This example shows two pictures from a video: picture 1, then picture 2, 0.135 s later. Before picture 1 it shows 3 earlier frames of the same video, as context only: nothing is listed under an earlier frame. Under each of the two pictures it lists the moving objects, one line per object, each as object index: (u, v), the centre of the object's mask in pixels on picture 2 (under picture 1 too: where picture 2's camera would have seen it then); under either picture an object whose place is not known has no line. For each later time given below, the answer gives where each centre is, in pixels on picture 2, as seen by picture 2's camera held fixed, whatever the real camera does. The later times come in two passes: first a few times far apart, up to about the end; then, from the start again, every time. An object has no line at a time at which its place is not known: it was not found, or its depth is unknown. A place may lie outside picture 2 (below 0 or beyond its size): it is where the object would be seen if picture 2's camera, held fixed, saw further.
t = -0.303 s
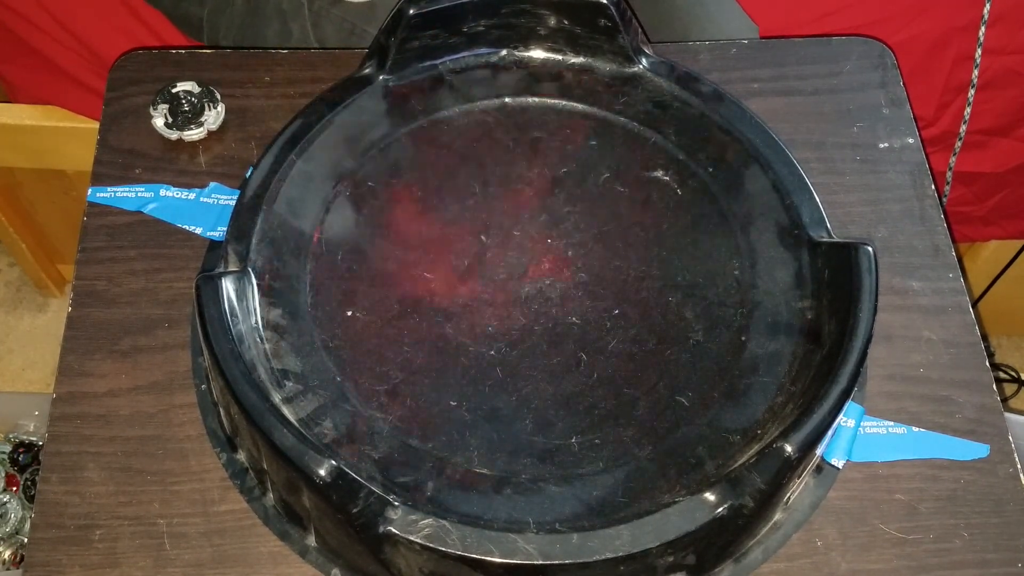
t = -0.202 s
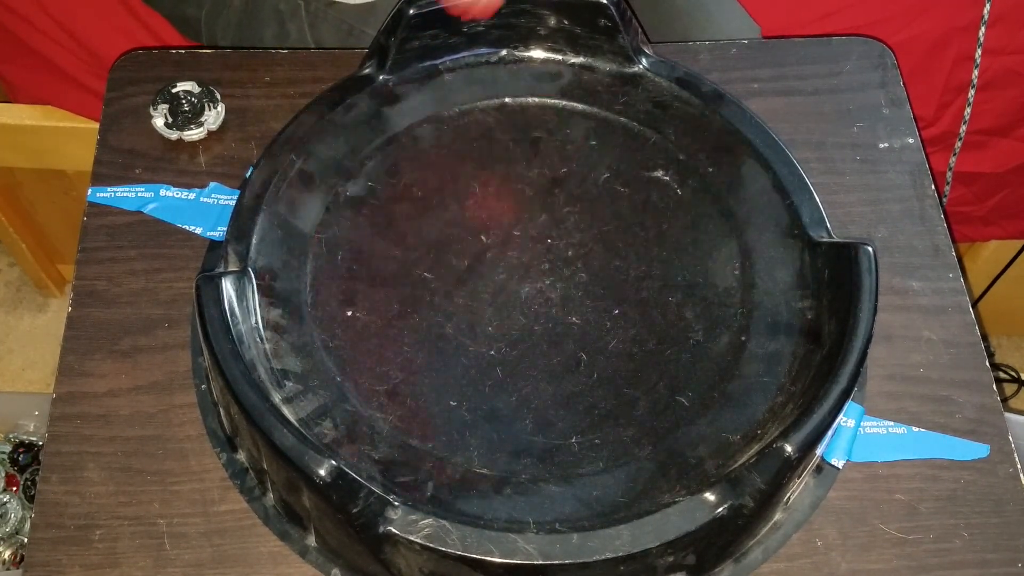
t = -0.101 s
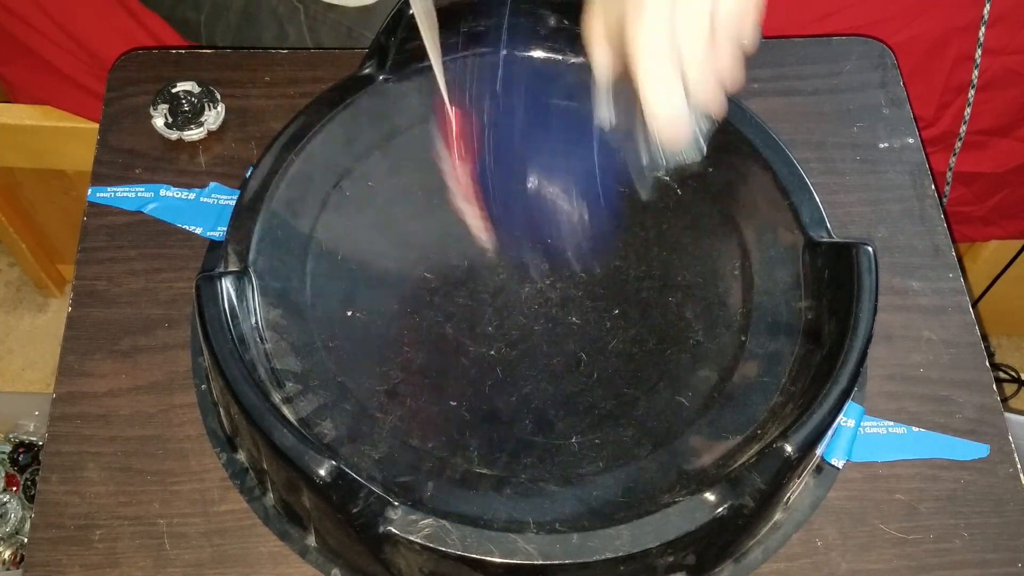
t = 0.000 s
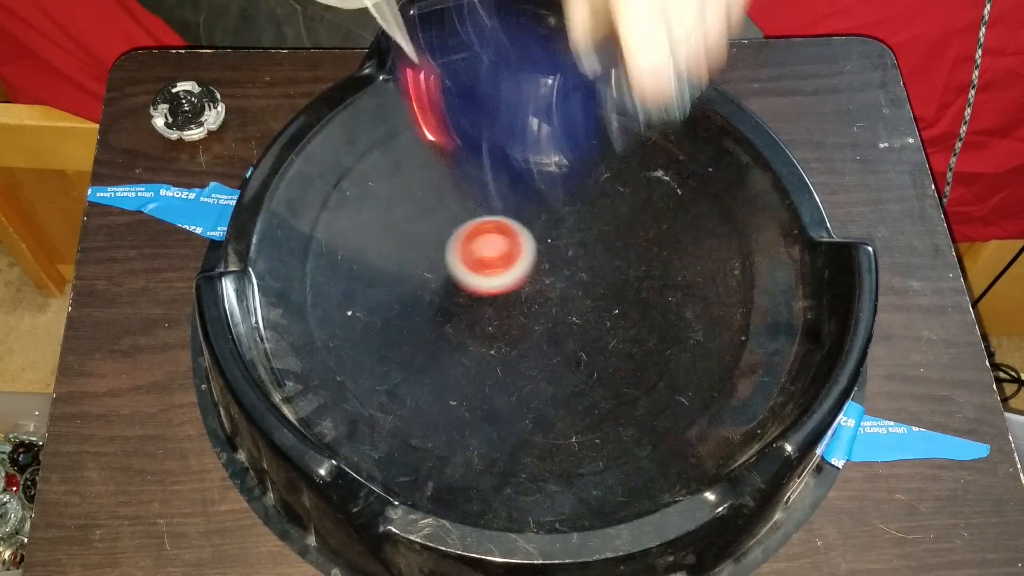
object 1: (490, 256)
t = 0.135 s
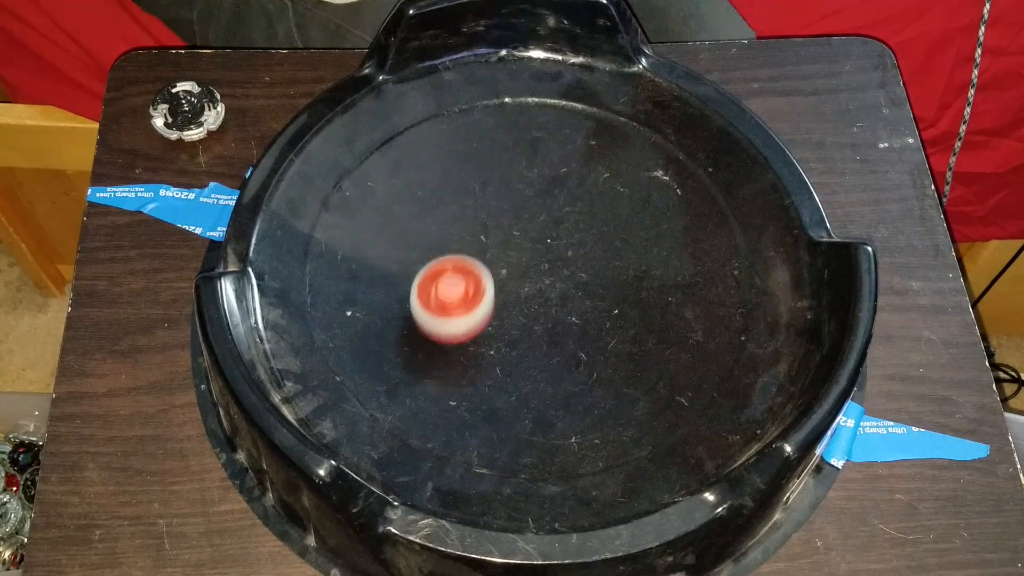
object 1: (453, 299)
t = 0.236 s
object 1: (467, 336)
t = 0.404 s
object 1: (552, 377)
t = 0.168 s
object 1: (452, 313)
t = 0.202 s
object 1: (458, 324)
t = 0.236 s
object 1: (467, 336)
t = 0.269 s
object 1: (480, 348)
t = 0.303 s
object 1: (494, 358)
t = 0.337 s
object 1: (512, 366)
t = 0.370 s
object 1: (531, 373)
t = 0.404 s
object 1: (552, 377)
